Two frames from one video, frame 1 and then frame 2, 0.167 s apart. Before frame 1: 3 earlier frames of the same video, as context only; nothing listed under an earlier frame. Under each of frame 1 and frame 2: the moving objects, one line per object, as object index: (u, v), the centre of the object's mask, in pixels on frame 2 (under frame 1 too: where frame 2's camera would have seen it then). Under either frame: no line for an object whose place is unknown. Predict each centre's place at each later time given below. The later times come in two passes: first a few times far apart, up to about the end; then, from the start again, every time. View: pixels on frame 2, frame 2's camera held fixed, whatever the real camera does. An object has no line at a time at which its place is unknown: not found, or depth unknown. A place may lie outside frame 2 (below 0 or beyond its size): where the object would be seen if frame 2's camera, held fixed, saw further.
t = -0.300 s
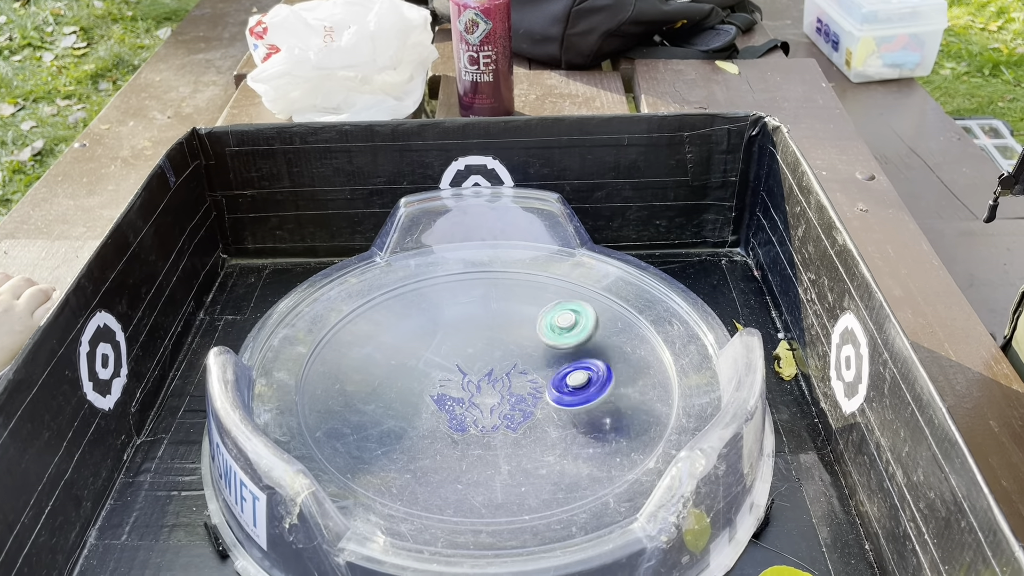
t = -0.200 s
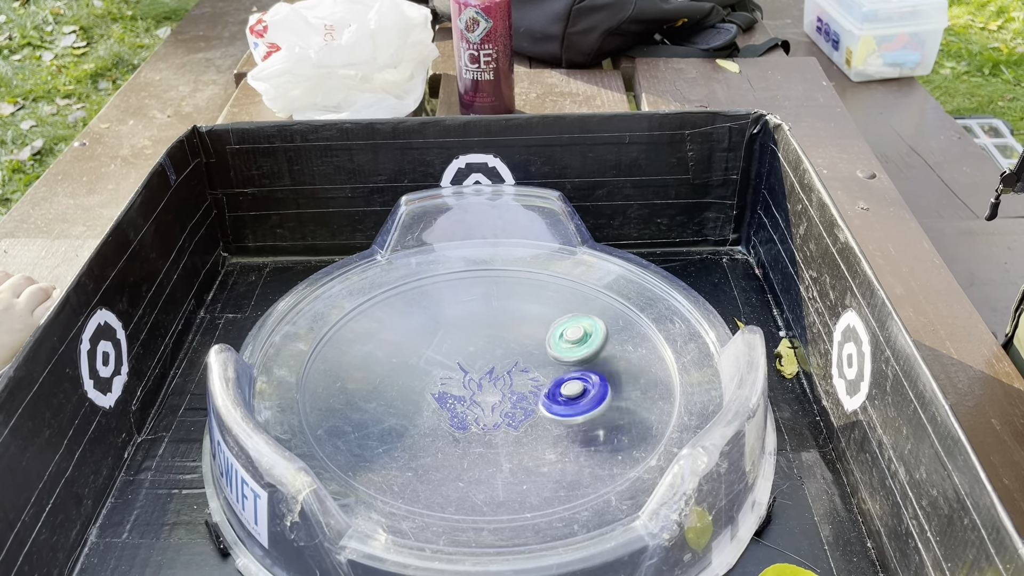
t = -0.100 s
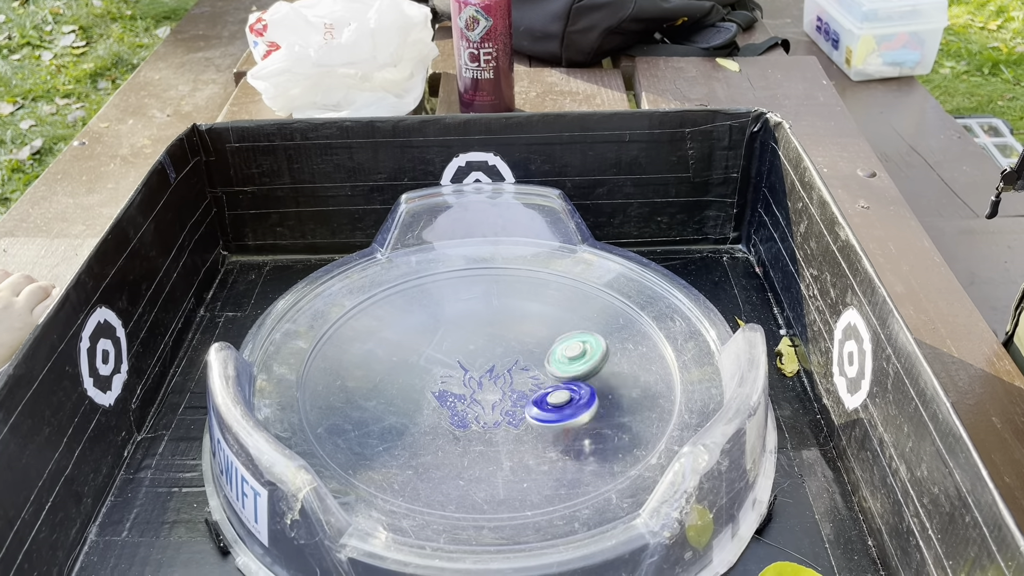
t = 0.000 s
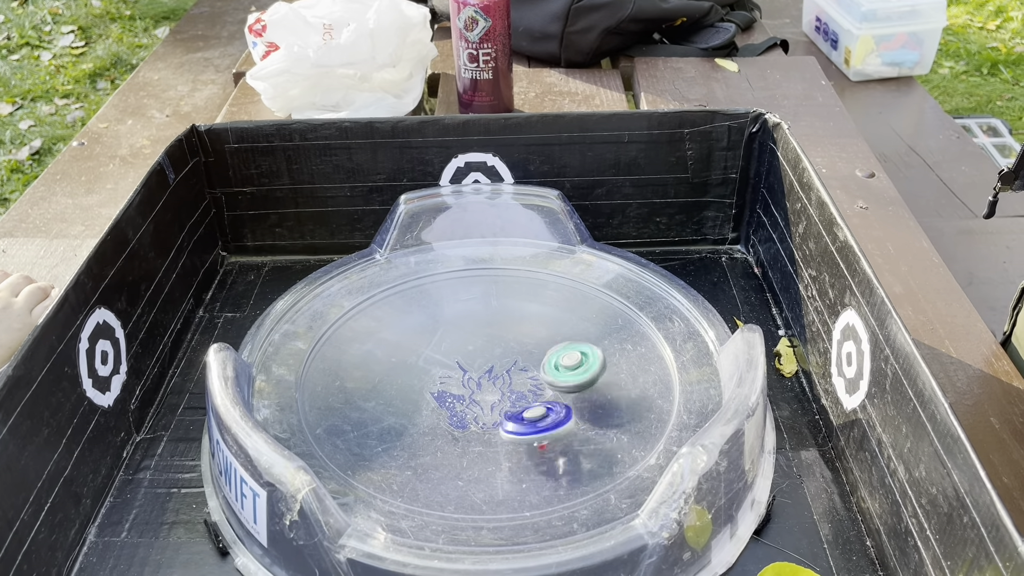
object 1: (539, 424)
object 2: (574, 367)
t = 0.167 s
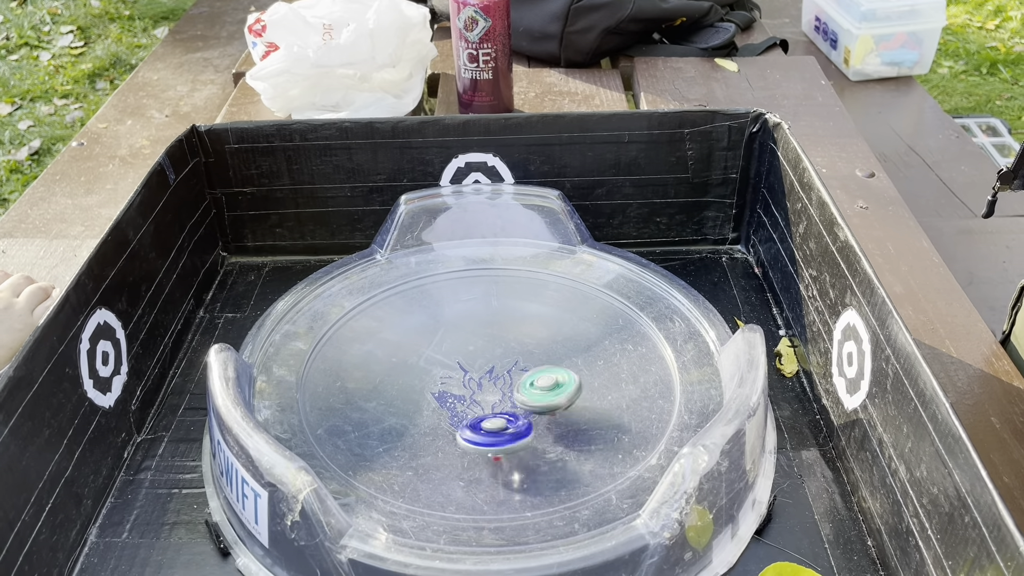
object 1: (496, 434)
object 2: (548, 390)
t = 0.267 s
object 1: (470, 430)
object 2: (526, 401)
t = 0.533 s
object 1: (453, 391)
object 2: (520, 378)
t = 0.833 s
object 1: (450, 322)
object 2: (550, 351)
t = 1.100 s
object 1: (453, 313)
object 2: (518, 359)
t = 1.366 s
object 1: (478, 343)
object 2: (495, 390)
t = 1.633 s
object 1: (541, 347)
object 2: (507, 401)
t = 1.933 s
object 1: (533, 344)
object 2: (494, 381)
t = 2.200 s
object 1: (528, 346)
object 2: (476, 391)
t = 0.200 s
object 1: (487, 433)
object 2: (541, 394)
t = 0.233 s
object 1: (479, 432)
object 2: (535, 398)
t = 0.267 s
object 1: (470, 430)
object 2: (526, 401)
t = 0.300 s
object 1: (463, 427)
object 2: (525, 400)
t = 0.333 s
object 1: (458, 422)
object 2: (527, 398)
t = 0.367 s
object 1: (454, 417)
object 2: (529, 396)
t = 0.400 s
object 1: (452, 412)
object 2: (529, 393)
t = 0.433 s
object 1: (451, 407)
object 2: (529, 389)
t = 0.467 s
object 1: (450, 401)
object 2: (527, 385)
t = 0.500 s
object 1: (452, 396)
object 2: (524, 381)
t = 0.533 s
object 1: (453, 391)
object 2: (520, 378)
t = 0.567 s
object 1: (456, 386)
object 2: (516, 375)
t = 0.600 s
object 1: (457, 378)
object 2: (520, 371)
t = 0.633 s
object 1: (457, 370)
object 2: (528, 369)
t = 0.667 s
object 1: (460, 357)
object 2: (534, 365)
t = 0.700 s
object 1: (464, 349)
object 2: (539, 363)
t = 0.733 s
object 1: (463, 338)
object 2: (543, 360)
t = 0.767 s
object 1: (458, 328)
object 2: (547, 356)
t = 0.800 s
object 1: (452, 325)
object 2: (549, 354)
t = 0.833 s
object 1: (450, 322)
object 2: (550, 351)
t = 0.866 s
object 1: (448, 320)
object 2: (548, 348)
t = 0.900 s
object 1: (446, 320)
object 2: (546, 347)
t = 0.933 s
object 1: (444, 317)
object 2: (541, 346)
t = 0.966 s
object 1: (443, 315)
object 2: (536, 348)
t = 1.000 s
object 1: (445, 312)
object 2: (531, 350)
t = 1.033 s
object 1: (448, 311)
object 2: (527, 352)
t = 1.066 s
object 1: (451, 311)
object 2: (522, 355)
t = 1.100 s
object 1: (453, 313)
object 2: (518, 359)
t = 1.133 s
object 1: (455, 314)
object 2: (515, 362)
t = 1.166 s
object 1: (456, 316)
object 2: (511, 366)
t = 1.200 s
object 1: (459, 319)
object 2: (507, 370)
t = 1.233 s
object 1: (461, 324)
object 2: (504, 374)
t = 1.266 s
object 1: (461, 329)
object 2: (501, 379)
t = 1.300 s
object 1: (465, 333)
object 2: (498, 383)
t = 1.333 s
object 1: (470, 340)
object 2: (496, 386)
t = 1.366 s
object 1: (478, 343)
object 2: (495, 390)
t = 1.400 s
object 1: (490, 347)
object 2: (494, 394)
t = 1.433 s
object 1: (506, 349)
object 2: (493, 397)
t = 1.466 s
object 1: (520, 351)
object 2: (494, 400)
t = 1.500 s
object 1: (531, 349)
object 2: (496, 402)
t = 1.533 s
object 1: (537, 347)
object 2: (498, 403)
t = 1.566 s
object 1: (539, 347)
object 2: (501, 404)
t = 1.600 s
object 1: (541, 347)
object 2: (504, 402)
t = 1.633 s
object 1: (541, 347)
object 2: (507, 401)
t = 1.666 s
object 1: (540, 347)
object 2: (509, 398)
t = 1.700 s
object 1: (538, 347)
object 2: (510, 395)
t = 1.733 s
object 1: (536, 347)
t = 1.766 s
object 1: (533, 345)
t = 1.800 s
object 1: (531, 343)
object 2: (511, 383)
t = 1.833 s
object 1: (530, 341)
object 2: (509, 379)
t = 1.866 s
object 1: (533, 341)
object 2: (504, 378)
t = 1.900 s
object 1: (533, 343)
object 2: (499, 379)
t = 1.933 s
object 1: (533, 344)
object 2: (494, 381)
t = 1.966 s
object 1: (532, 346)
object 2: (489, 382)
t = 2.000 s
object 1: (531, 346)
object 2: (484, 383)
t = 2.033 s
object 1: (530, 346)
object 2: (480, 385)
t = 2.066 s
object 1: (529, 346)
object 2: (476, 386)
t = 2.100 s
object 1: (528, 346)
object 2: (474, 388)
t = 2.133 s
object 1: (528, 346)
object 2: (473, 390)
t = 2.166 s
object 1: (528, 346)
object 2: (474, 391)
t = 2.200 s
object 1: (528, 346)
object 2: (476, 391)
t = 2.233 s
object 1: (528, 346)
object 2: (478, 390)
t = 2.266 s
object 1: (529, 346)
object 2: (481, 390)
